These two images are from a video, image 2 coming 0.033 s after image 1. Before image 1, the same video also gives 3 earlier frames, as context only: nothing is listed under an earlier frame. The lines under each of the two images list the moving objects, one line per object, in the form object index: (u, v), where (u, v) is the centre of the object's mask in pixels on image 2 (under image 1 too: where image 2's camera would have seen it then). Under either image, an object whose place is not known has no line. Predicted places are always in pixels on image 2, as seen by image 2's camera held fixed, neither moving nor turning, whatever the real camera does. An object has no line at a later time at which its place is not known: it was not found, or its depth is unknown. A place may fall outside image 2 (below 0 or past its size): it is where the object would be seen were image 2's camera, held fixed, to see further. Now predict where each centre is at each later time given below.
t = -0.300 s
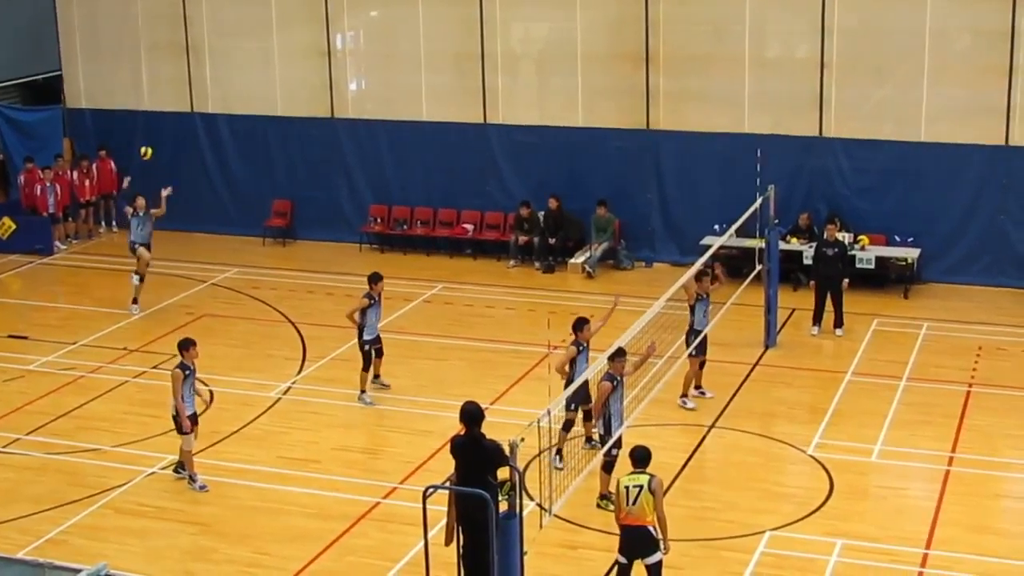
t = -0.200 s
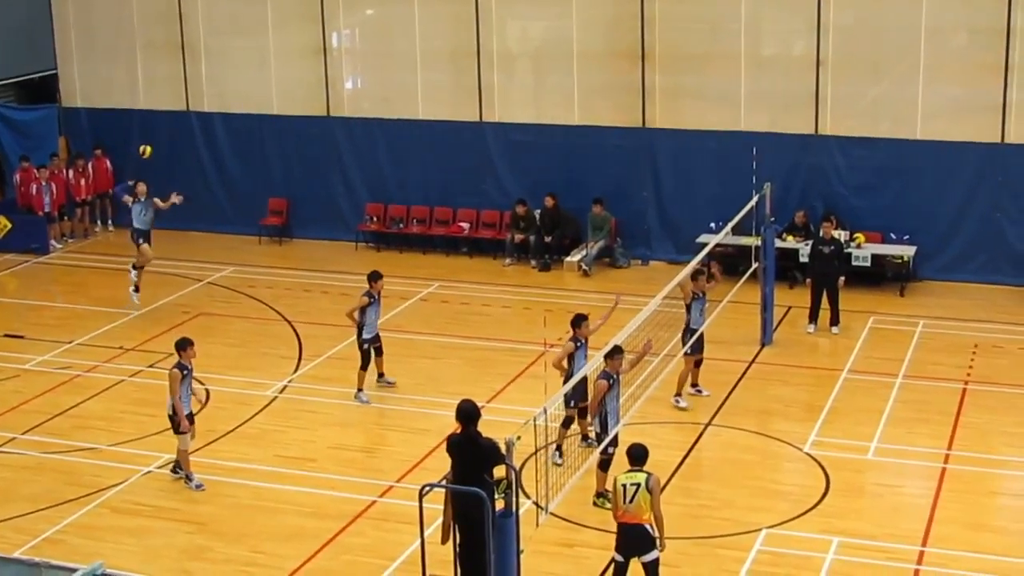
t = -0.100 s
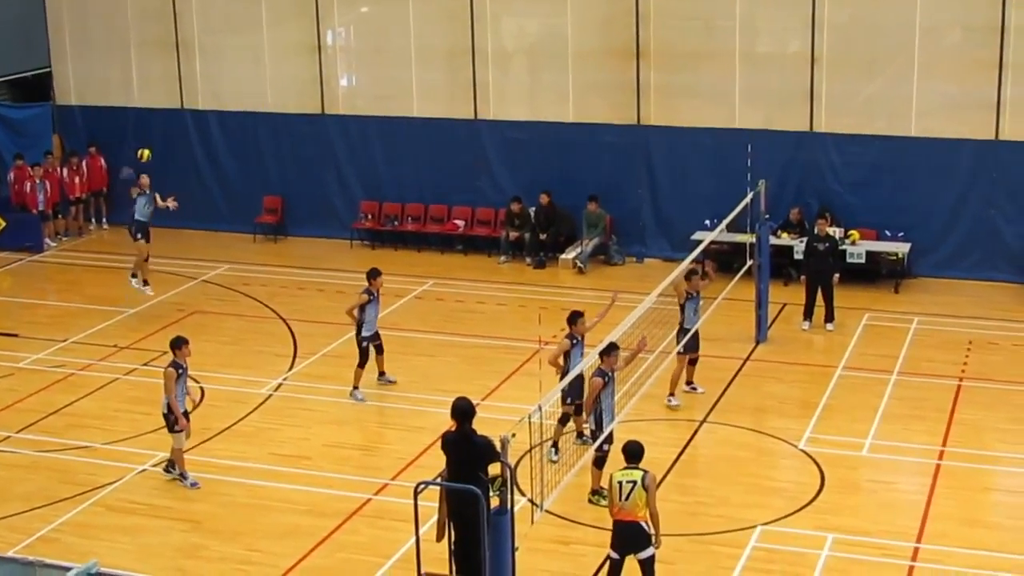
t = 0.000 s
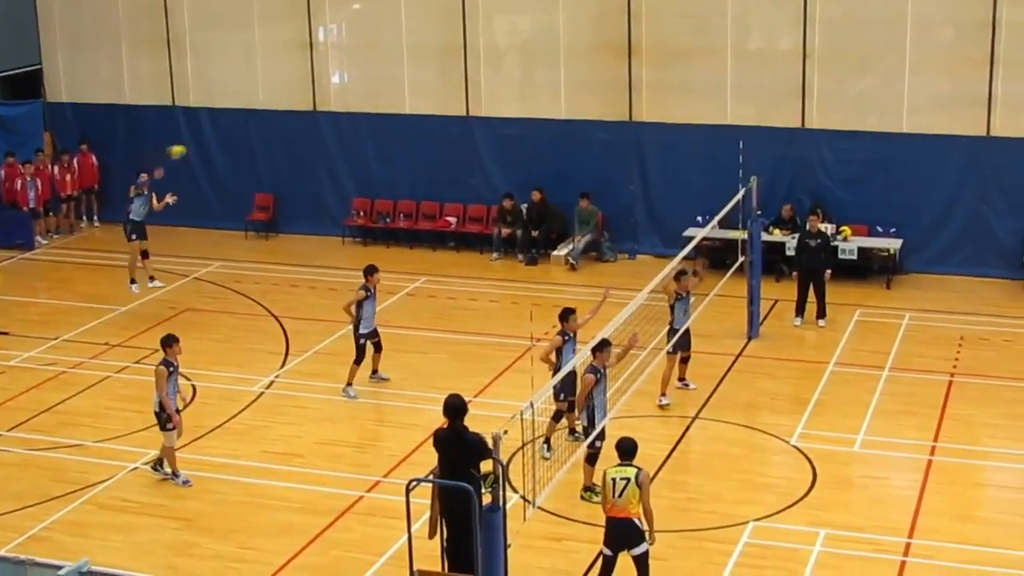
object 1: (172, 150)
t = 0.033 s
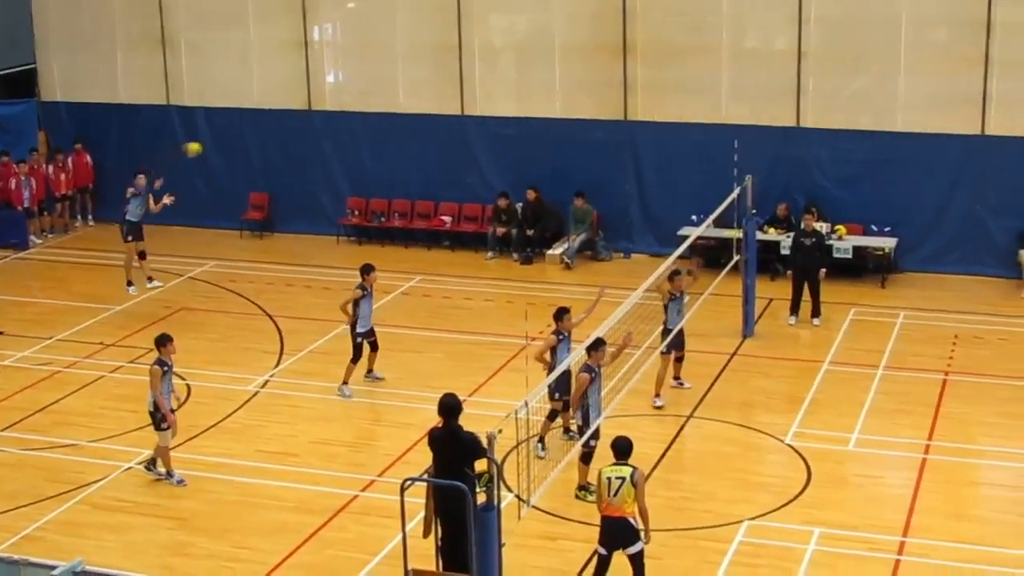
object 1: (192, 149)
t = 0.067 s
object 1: (214, 148)
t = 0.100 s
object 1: (236, 147)
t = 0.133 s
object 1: (258, 146)
